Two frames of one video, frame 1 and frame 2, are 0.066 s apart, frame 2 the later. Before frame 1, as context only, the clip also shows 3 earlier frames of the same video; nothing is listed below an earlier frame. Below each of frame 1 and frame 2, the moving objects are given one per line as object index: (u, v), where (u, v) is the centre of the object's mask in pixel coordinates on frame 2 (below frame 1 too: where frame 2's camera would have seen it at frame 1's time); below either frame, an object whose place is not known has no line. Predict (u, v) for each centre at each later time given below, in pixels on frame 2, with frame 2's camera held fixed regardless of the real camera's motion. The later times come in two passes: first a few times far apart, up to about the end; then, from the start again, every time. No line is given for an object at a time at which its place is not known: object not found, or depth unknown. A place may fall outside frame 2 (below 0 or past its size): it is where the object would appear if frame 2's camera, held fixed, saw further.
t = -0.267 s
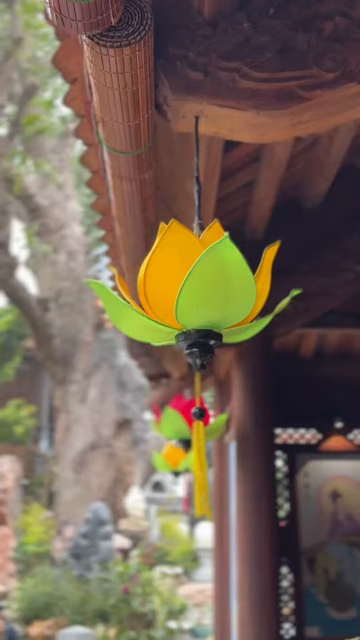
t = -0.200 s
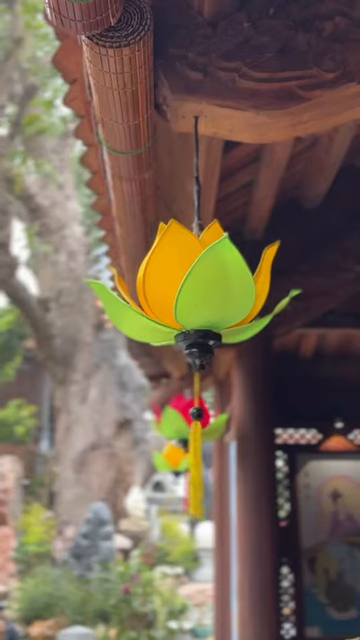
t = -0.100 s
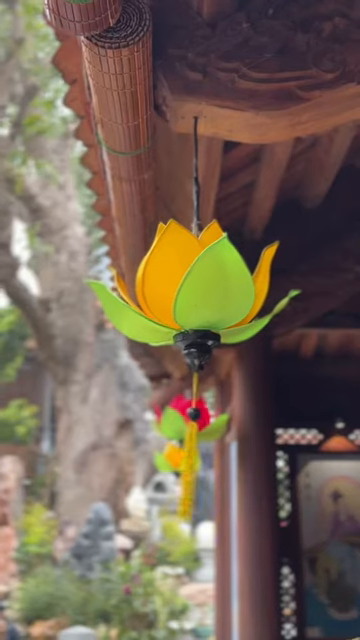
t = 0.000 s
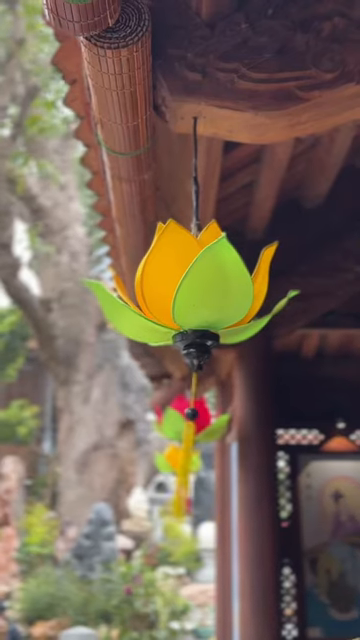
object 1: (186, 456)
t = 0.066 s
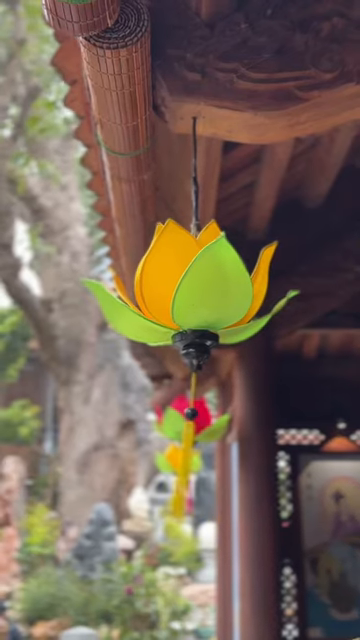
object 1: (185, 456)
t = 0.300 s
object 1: (187, 450)
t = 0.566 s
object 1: (185, 460)
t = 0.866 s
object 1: (179, 452)
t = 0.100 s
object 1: (185, 454)
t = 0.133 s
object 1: (185, 453)
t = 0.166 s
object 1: (185, 453)
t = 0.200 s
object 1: (186, 453)
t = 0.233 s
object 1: (186, 453)
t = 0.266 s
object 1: (186, 451)
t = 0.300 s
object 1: (187, 450)
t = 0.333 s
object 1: (187, 451)
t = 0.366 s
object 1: (187, 449)
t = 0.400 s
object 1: (188, 452)
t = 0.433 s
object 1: (188, 454)
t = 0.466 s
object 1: (188, 455)
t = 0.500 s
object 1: (187, 454)
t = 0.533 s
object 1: (187, 454)
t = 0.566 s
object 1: (185, 460)
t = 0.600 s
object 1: (184, 458)
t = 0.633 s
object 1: (183, 457)
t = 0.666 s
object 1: (182, 455)
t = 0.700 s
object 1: (182, 453)
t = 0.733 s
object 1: (181, 453)
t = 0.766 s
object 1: (180, 451)
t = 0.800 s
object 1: (180, 451)
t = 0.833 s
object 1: (179, 452)
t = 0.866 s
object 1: (179, 452)
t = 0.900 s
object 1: (179, 453)
